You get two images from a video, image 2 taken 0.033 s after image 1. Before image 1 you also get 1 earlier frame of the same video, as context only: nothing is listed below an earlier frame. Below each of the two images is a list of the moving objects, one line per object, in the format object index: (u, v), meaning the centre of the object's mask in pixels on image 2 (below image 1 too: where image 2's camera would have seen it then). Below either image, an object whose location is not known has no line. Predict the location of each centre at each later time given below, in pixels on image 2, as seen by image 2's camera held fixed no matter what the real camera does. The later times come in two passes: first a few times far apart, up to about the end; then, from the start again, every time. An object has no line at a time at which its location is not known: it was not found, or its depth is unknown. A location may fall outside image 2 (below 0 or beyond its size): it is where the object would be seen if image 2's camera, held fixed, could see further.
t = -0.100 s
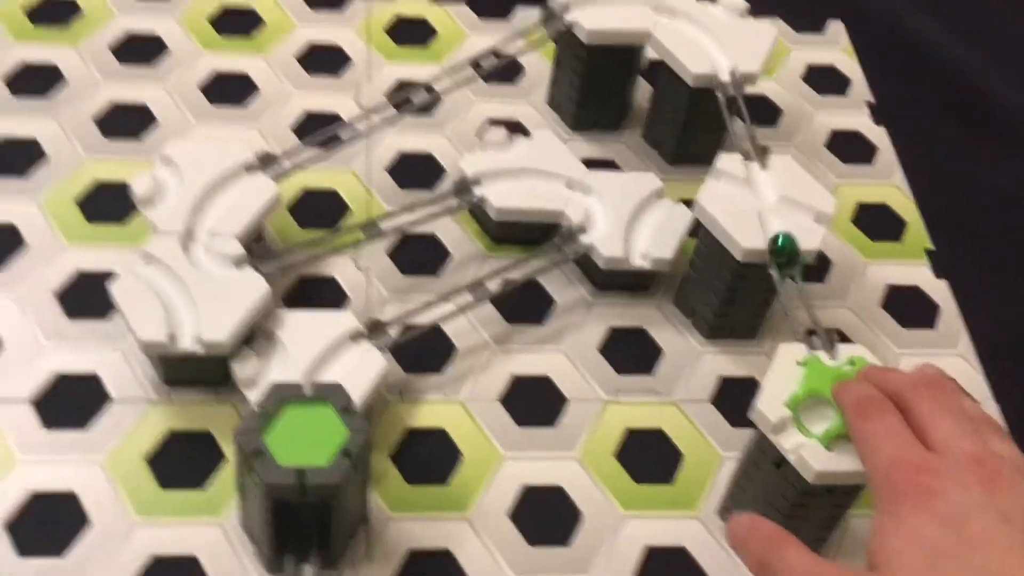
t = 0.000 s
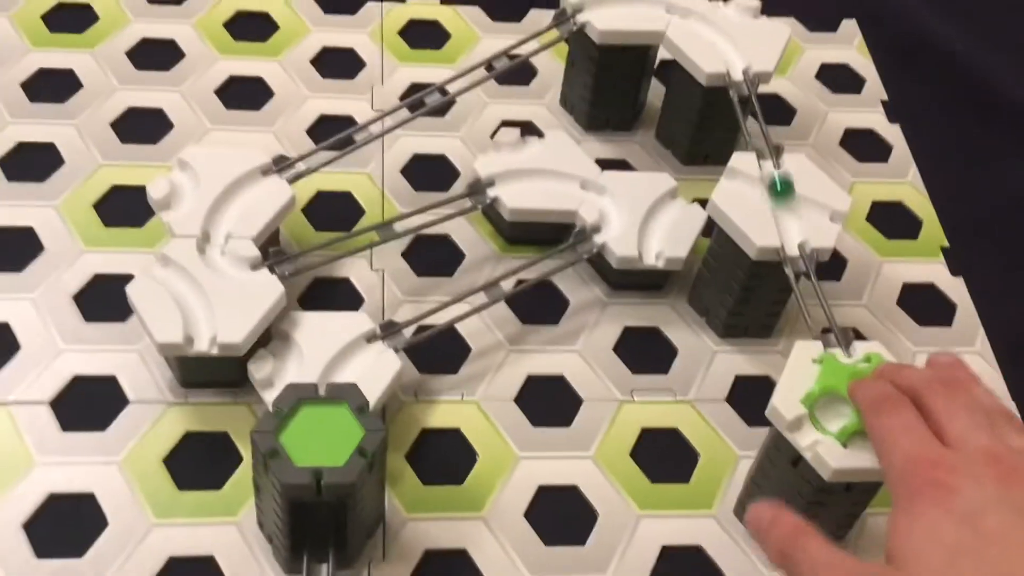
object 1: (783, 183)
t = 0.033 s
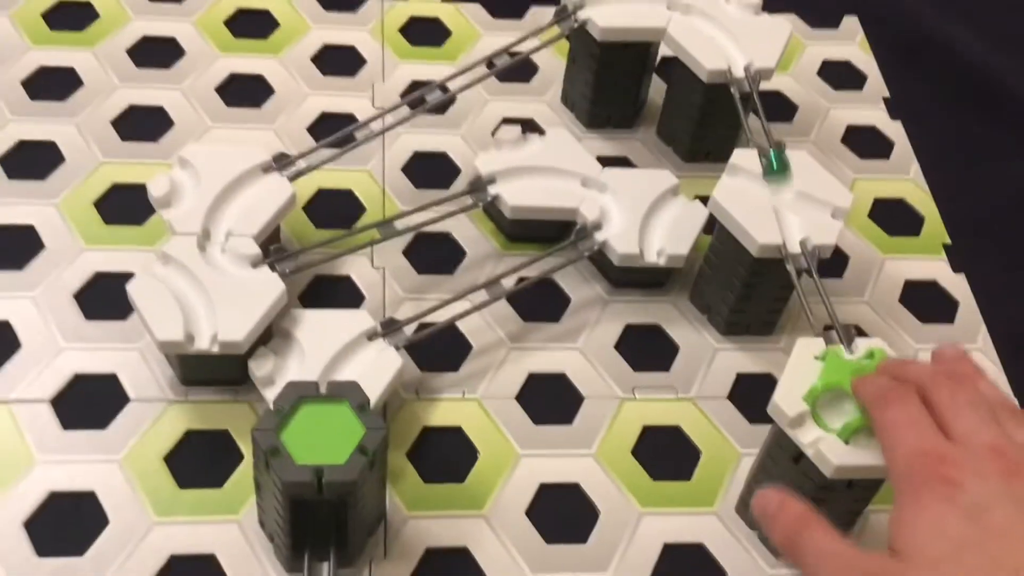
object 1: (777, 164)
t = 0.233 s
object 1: (746, 75)
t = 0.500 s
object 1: (649, 2)
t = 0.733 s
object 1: (546, 26)
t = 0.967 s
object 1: (365, 125)
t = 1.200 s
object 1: (250, 264)
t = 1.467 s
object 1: (420, 208)
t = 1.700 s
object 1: (529, 173)
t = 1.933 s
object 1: (614, 217)
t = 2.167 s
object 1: (541, 259)
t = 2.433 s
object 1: (407, 323)
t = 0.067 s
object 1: (773, 150)
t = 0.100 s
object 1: (766, 133)
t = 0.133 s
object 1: (762, 117)
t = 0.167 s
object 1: (755, 103)
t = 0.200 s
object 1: (749, 88)
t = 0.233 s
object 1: (746, 75)
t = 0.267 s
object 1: (742, 62)
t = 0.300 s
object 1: (734, 46)
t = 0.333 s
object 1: (723, 34)
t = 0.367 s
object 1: (710, 23)
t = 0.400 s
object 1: (694, 14)
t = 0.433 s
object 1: (679, 8)
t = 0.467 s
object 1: (665, 3)
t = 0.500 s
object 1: (649, 2)
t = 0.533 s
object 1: (634, 1)
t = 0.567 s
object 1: (617, 2)
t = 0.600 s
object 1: (602, 3)
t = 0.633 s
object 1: (589, 5)
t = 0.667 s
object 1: (576, 11)
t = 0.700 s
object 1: (563, 19)
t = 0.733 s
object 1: (546, 26)
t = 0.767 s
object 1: (527, 35)
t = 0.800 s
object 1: (505, 51)
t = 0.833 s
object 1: (483, 59)
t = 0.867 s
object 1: (455, 71)
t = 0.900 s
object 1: (428, 91)
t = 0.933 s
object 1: (399, 102)
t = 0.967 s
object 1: (365, 125)
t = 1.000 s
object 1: (329, 140)
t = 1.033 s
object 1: (287, 159)
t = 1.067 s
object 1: (249, 179)
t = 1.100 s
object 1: (224, 207)
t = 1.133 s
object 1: (215, 240)
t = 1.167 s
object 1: (224, 258)
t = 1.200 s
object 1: (250, 264)
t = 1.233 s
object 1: (278, 259)
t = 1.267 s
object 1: (296, 255)
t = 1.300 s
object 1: (319, 247)
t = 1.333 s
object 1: (340, 240)
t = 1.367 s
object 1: (361, 229)
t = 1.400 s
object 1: (384, 223)
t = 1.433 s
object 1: (401, 215)
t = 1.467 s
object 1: (420, 208)
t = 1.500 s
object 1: (438, 202)
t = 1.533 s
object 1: (455, 197)
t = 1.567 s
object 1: (470, 190)
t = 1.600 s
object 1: (483, 187)
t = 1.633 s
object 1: (497, 180)
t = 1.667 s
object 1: (513, 175)
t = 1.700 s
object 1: (529, 173)
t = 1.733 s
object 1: (547, 173)
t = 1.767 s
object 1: (564, 176)
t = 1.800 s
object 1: (584, 183)
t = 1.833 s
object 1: (598, 189)
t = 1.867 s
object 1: (609, 198)
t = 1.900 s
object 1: (614, 208)
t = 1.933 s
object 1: (614, 217)
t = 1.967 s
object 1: (609, 224)
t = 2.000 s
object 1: (600, 229)
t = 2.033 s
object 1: (588, 235)
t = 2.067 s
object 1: (579, 240)
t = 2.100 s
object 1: (569, 246)
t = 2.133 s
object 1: (554, 252)
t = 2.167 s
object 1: (541, 259)
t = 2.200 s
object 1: (526, 266)
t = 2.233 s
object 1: (511, 275)
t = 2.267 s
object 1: (495, 284)
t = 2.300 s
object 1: (478, 289)
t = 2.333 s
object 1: (461, 297)
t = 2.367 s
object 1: (443, 306)
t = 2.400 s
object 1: (425, 317)
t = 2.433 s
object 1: (407, 323)
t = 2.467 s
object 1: (389, 331)
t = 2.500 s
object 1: (370, 342)
